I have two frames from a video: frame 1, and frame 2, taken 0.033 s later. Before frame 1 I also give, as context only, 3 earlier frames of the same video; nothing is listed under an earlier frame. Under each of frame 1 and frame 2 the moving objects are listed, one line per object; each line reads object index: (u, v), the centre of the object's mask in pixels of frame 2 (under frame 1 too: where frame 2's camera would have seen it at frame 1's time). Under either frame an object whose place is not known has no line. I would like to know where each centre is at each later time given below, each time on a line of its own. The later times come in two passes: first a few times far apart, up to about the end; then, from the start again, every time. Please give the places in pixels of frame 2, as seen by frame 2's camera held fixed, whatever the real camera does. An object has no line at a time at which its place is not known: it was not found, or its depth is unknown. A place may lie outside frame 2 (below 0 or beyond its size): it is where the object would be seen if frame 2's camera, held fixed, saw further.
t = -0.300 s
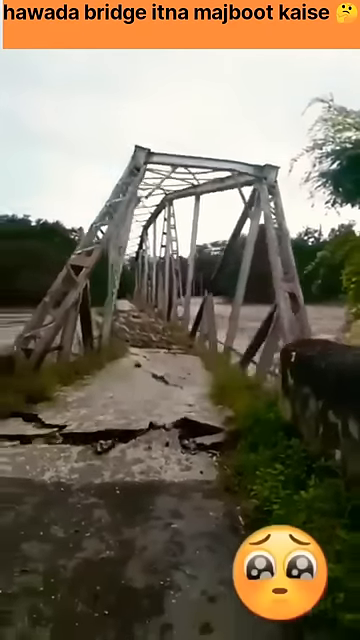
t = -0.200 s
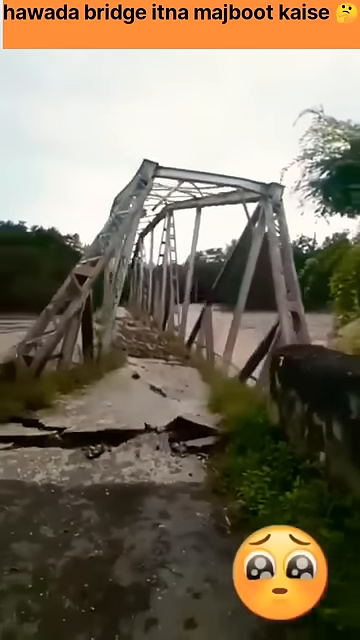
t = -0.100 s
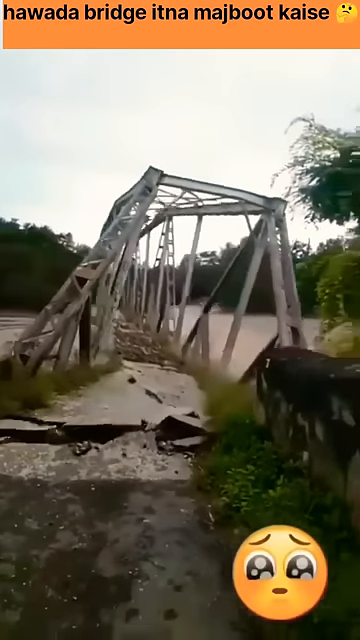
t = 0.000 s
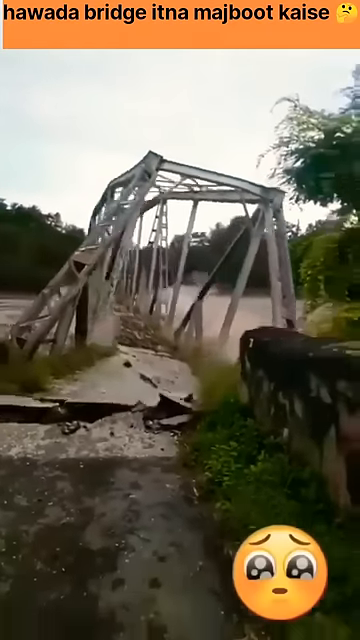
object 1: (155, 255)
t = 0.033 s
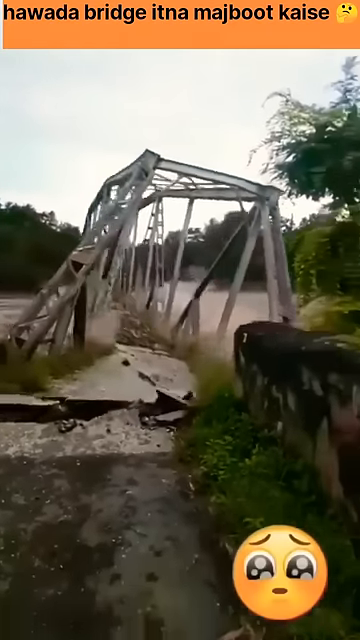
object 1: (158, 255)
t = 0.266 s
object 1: (166, 257)
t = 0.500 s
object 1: (173, 261)
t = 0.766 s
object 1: (170, 264)
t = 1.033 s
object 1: (183, 269)
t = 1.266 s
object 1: (193, 275)
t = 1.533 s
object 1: (199, 280)
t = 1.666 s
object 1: (200, 278)
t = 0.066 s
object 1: (162, 256)
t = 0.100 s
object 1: (164, 257)
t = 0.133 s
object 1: (166, 258)
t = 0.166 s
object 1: (167, 259)
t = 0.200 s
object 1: (168, 260)
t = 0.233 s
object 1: (169, 260)
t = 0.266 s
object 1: (166, 257)
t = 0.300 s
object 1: (167, 258)
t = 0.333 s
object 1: (175, 261)
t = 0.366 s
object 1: (176, 261)
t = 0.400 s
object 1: (168, 261)
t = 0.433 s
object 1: (171, 261)
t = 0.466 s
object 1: (172, 261)
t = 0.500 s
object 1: (173, 261)
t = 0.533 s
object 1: (174, 261)
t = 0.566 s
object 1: (173, 262)
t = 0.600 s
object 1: (174, 263)
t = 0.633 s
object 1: (166, 262)
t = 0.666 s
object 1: (167, 262)
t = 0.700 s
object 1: (169, 262)
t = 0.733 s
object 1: (168, 264)
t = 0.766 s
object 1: (170, 264)
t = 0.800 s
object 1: (170, 264)
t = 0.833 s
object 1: (172, 264)
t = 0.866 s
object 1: (173, 266)
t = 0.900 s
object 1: (174, 266)
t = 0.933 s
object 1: (177, 266)
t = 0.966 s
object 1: (178, 266)
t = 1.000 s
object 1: (181, 268)
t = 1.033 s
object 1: (183, 269)
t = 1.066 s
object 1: (182, 273)
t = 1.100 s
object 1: (189, 274)
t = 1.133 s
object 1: (191, 273)
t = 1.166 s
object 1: (188, 274)
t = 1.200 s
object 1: (179, 282)
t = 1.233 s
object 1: (190, 275)
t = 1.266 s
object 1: (193, 275)
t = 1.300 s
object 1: (195, 276)
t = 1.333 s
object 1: (195, 276)
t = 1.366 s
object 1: (196, 275)
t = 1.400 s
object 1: (197, 277)
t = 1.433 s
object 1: (200, 275)
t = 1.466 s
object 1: (202, 276)
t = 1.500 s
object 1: (202, 277)
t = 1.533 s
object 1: (199, 280)
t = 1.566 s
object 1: (198, 277)
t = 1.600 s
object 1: (198, 278)
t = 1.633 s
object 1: (201, 276)
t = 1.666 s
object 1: (200, 278)
